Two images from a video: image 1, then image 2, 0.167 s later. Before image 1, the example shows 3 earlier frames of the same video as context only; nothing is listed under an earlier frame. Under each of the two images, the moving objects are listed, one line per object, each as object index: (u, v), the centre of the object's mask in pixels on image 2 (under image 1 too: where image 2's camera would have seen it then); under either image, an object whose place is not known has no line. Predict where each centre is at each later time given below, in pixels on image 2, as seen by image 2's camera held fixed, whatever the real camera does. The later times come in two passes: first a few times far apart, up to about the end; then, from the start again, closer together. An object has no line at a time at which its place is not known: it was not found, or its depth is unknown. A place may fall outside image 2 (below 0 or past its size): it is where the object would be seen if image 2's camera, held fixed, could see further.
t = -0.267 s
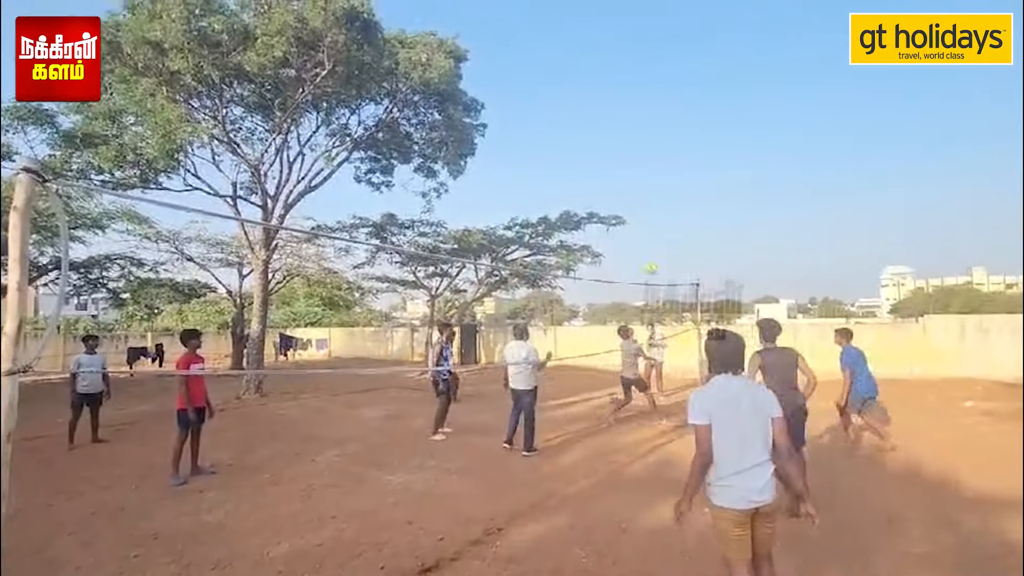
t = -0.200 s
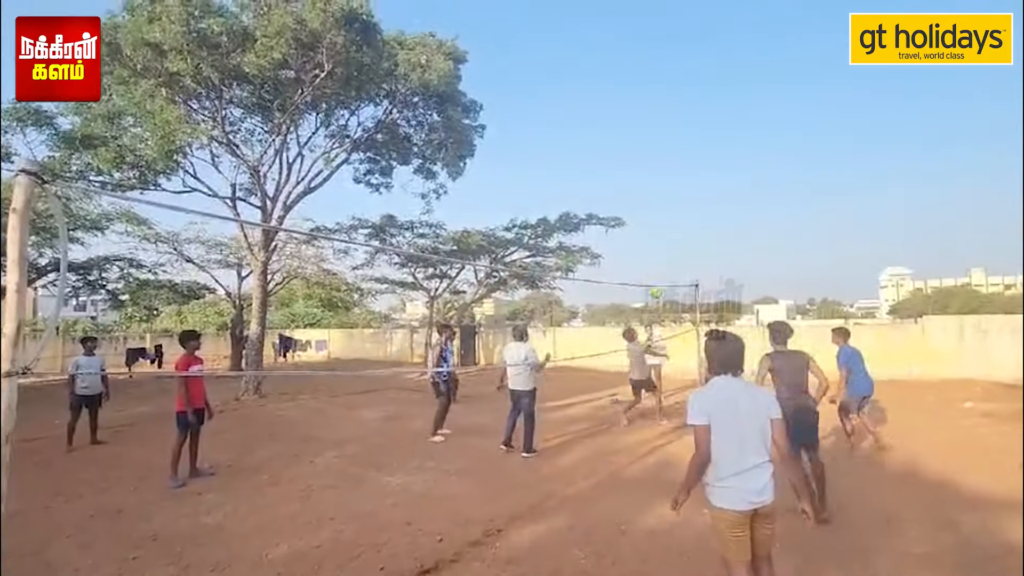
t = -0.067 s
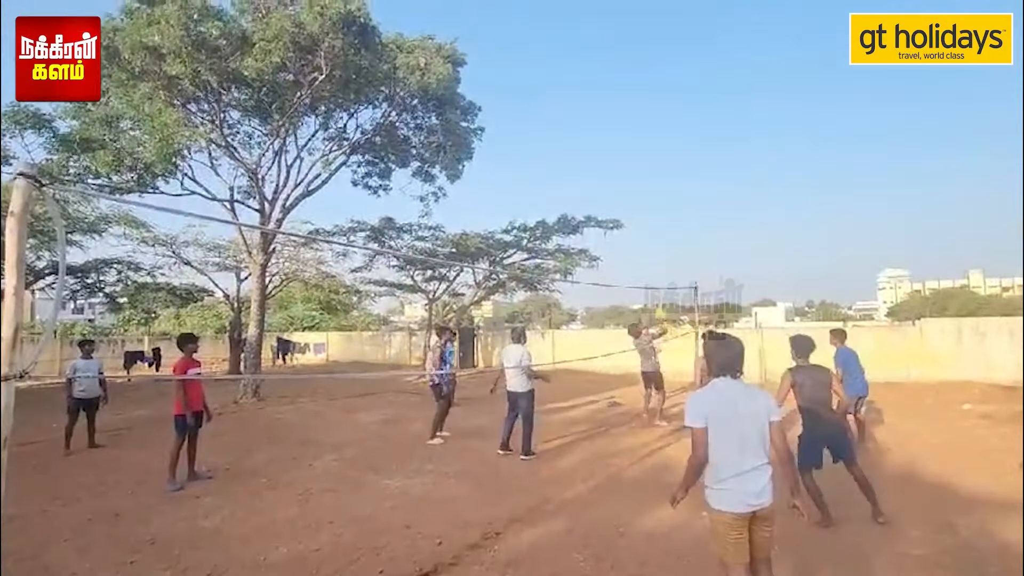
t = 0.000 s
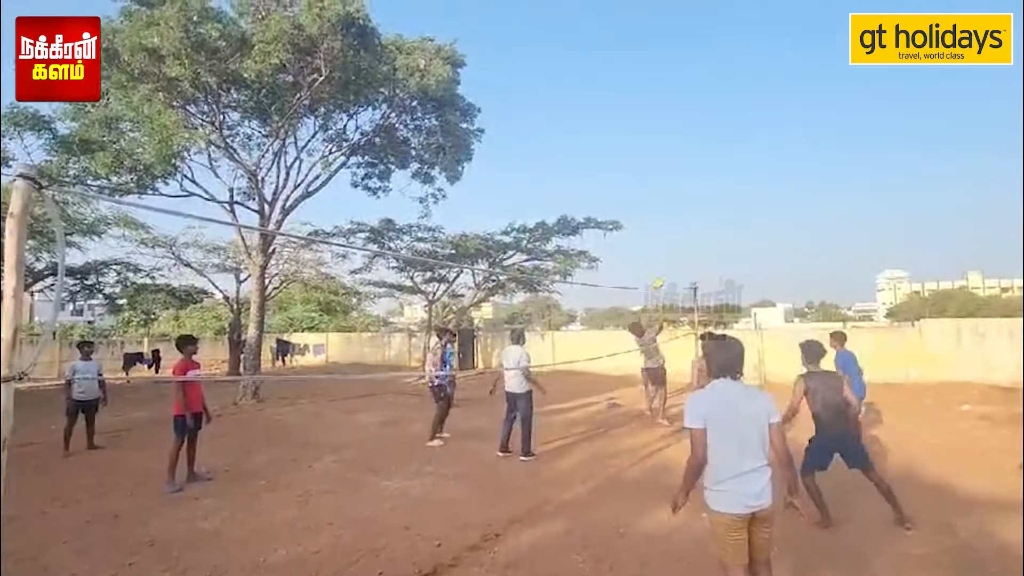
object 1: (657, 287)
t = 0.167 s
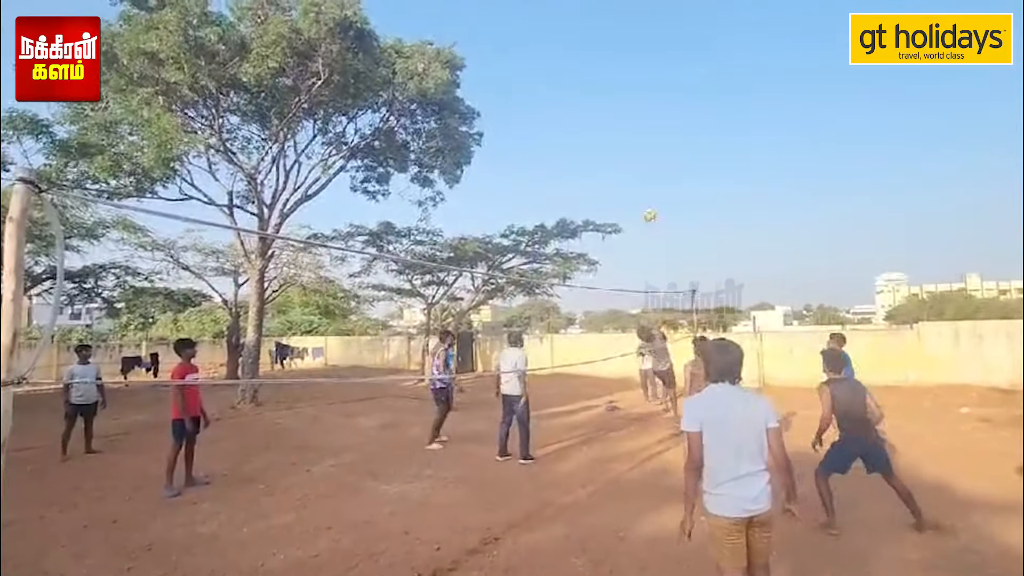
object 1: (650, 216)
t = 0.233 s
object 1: (646, 191)
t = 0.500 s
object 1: (637, 114)
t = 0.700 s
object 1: (632, 83)
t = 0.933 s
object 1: (629, 77)
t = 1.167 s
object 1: (630, 114)
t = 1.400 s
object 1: (635, 203)
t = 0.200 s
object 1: (647, 202)
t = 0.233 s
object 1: (646, 191)
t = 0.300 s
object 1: (644, 167)
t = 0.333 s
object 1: (643, 157)
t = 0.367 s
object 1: (642, 148)
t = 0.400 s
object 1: (641, 139)
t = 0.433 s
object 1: (639, 130)
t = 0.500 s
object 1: (637, 114)
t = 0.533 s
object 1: (636, 107)
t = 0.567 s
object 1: (635, 101)
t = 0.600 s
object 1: (635, 96)
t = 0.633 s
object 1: (633, 90)
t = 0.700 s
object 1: (632, 83)
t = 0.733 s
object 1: (631, 80)
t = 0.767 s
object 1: (631, 77)
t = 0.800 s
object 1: (630, 76)
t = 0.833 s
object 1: (630, 75)
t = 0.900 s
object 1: (629, 75)
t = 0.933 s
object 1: (629, 77)
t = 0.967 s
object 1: (629, 80)
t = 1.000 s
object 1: (629, 83)
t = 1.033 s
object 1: (629, 88)
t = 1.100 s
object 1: (629, 99)
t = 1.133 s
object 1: (629, 106)
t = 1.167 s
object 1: (630, 114)
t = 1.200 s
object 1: (630, 123)
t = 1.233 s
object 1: (631, 133)
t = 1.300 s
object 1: (632, 158)
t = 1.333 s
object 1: (633, 172)
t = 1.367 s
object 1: (634, 187)
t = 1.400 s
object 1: (635, 203)
